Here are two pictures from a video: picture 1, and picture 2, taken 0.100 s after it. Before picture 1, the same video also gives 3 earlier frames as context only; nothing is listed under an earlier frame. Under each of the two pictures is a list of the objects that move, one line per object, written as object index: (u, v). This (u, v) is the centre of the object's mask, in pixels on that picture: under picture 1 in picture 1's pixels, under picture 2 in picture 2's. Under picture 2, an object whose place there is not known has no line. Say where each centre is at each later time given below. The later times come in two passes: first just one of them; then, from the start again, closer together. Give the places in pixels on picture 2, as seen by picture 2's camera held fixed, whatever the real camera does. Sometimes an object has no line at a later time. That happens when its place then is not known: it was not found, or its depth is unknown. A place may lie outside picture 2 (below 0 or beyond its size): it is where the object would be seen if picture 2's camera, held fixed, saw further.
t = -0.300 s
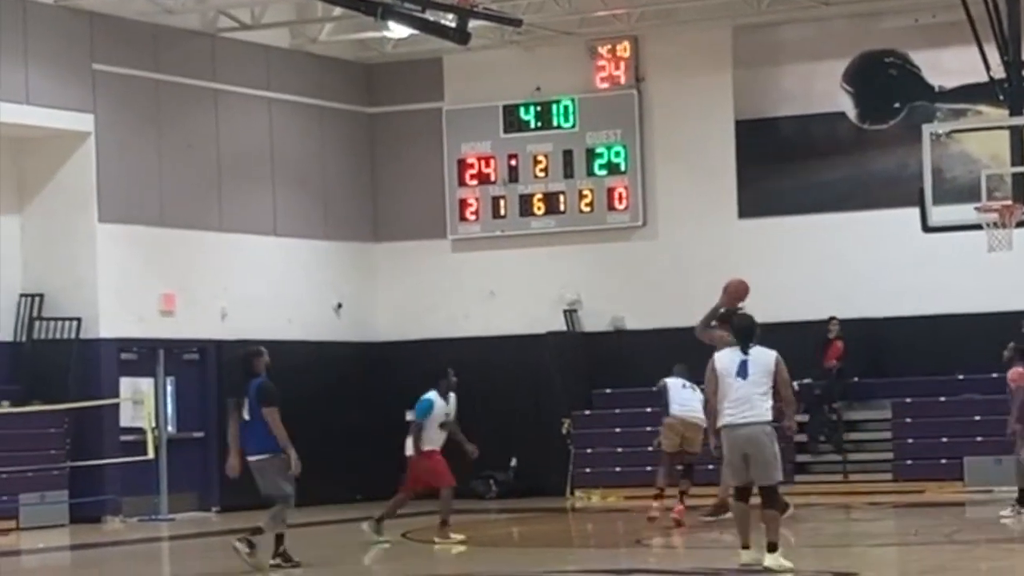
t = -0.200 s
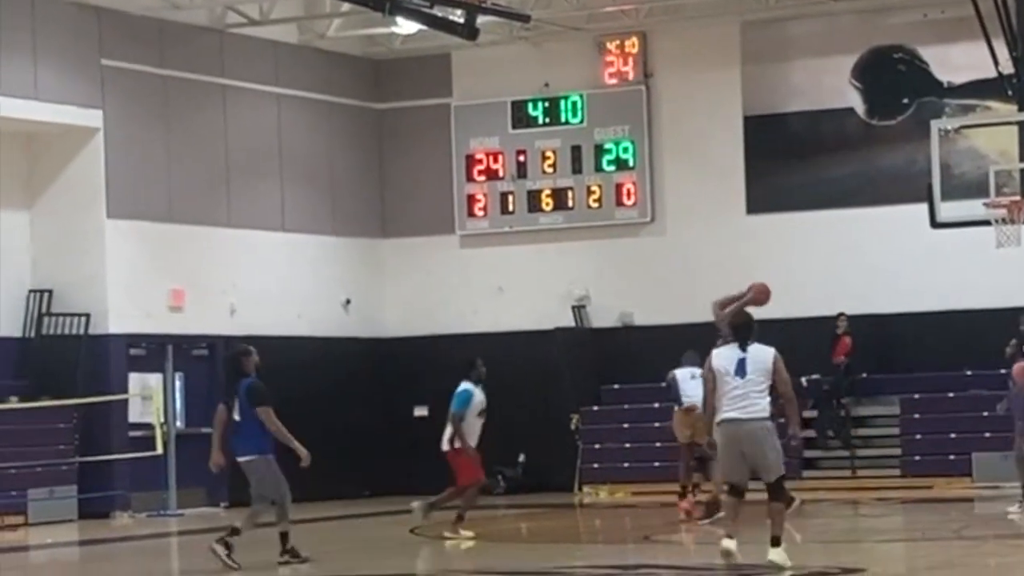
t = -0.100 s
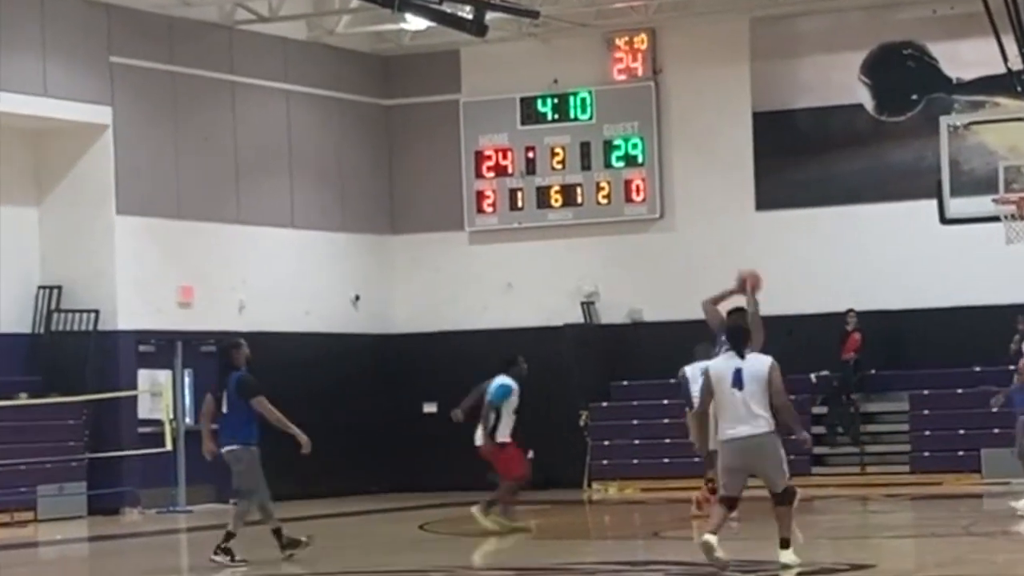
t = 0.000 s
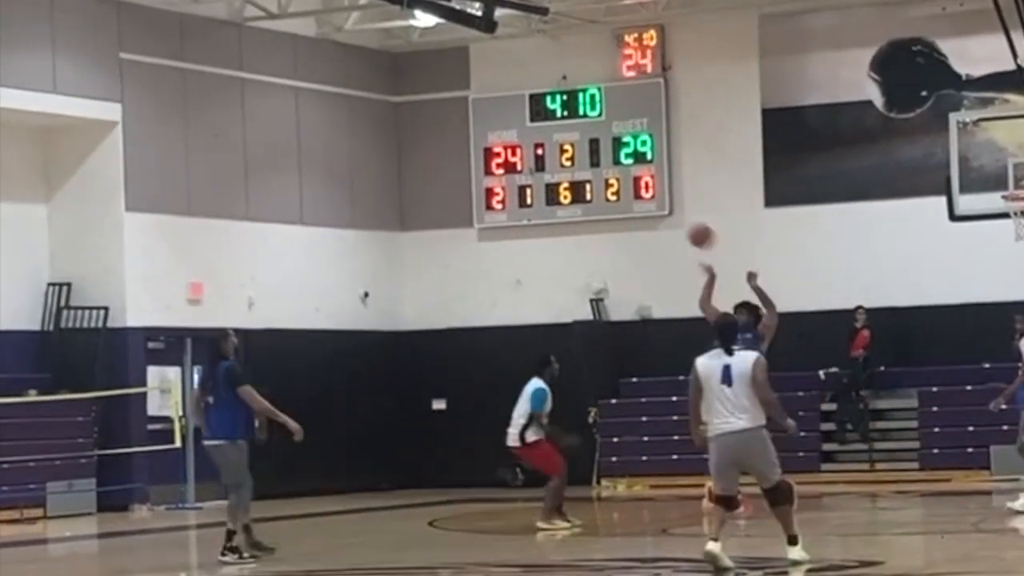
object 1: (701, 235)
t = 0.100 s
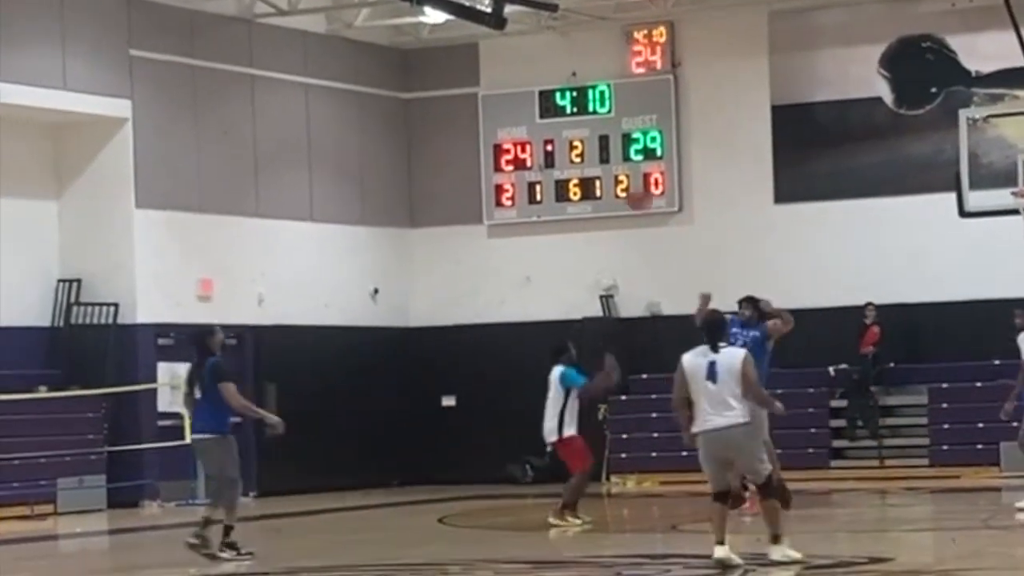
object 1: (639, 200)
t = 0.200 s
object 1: (560, 173)
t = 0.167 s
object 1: (590, 180)
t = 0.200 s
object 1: (560, 173)
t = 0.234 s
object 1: (536, 166)
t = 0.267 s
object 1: (507, 159)
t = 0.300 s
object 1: (482, 155)
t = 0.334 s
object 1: (457, 152)
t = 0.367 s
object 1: (430, 150)
